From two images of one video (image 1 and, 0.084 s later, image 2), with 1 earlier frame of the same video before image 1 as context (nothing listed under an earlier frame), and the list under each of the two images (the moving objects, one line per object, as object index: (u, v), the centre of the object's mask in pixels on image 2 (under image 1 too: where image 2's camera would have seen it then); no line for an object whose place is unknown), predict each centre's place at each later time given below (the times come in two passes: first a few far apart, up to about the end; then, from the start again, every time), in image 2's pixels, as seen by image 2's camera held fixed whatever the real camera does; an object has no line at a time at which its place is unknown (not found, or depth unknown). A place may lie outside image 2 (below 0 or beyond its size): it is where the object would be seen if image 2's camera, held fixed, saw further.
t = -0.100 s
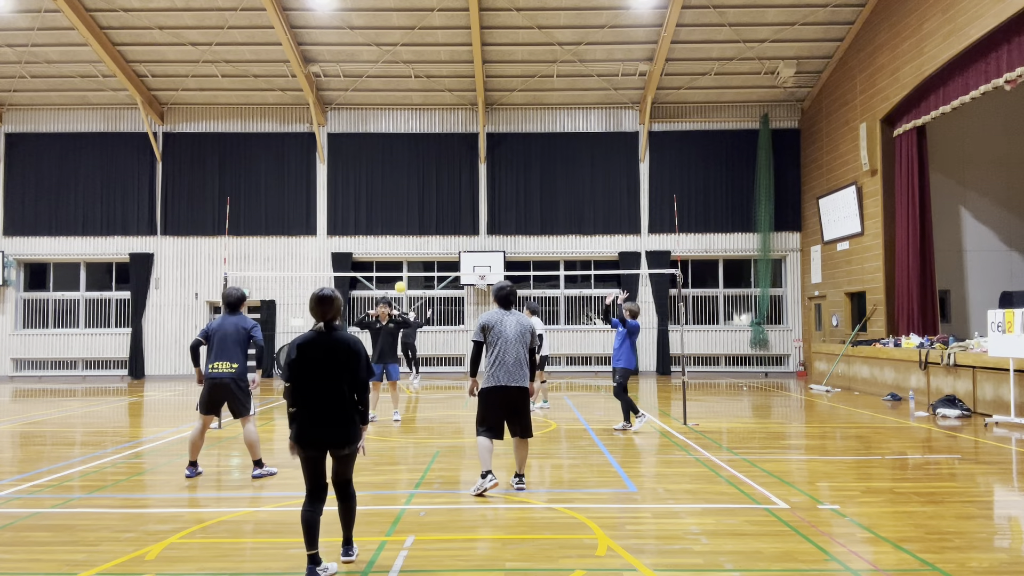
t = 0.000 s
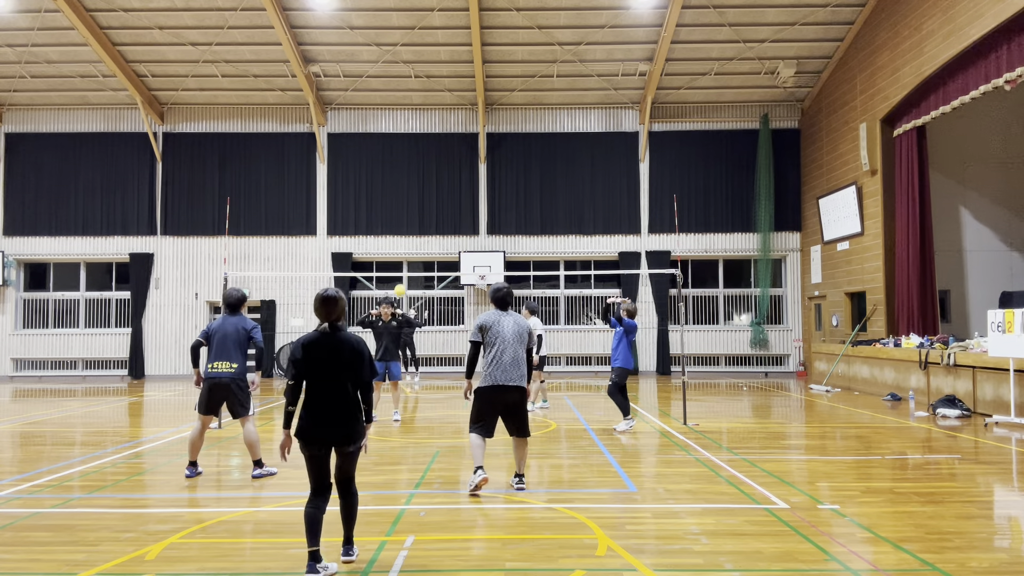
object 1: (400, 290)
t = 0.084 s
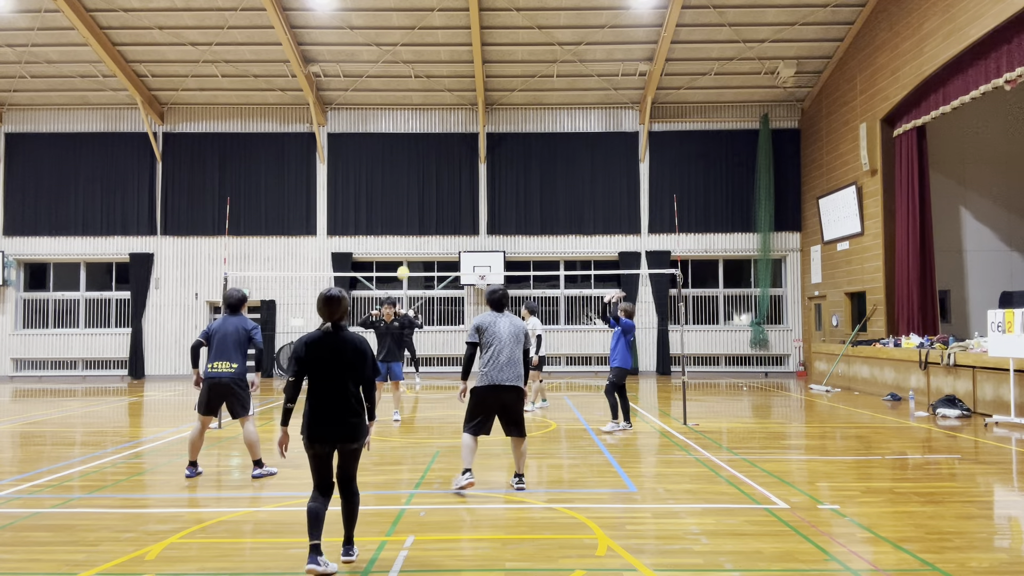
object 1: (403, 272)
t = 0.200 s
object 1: (407, 250)
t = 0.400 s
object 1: (421, 213)
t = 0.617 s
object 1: (444, 187)
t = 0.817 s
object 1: (471, 191)
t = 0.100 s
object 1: (404, 268)
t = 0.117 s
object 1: (404, 266)
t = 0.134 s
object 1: (405, 262)
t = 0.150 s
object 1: (405, 259)
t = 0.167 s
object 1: (406, 256)
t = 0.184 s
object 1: (407, 253)
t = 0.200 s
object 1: (407, 250)
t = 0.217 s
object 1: (408, 246)
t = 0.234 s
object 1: (409, 243)
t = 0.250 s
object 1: (410, 239)
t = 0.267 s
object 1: (411, 236)
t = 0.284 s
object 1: (412, 233)
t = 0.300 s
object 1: (413, 230)
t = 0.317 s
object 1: (414, 227)
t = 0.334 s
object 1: (415, 224)
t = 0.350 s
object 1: (417, 222)
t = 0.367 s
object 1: (418, 219)
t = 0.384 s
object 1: (420, 216)
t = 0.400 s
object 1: (421, 213)
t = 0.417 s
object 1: (423, 210)
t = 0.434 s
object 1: (424, 208)
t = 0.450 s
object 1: (426, 205)
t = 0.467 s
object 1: (427, 203)
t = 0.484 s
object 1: (429, 201)
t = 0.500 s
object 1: (431, 199)
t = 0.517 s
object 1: (433, 197)
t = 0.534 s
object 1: (435, 195)
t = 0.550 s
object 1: (436, 193)
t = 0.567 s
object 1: (438, 191)
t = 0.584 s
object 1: (440, 190)
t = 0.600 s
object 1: (442, 189)
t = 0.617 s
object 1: (444, 187)
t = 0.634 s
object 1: (446, 186)
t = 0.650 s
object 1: (448, 186)
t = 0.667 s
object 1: (450, 185)
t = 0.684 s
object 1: (452, 185)
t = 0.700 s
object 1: (454, 185)
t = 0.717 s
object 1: (456, 185)
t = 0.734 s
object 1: (458, 186)
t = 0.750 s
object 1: (461, 186)
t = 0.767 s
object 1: (463, 187)
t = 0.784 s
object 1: (466, 189)
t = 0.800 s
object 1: (468, 190)
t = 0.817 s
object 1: (471, 191)
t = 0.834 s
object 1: (474, 193)
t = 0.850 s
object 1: (477, 195)
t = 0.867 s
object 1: (480, 197)
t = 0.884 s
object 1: (483, 200)
